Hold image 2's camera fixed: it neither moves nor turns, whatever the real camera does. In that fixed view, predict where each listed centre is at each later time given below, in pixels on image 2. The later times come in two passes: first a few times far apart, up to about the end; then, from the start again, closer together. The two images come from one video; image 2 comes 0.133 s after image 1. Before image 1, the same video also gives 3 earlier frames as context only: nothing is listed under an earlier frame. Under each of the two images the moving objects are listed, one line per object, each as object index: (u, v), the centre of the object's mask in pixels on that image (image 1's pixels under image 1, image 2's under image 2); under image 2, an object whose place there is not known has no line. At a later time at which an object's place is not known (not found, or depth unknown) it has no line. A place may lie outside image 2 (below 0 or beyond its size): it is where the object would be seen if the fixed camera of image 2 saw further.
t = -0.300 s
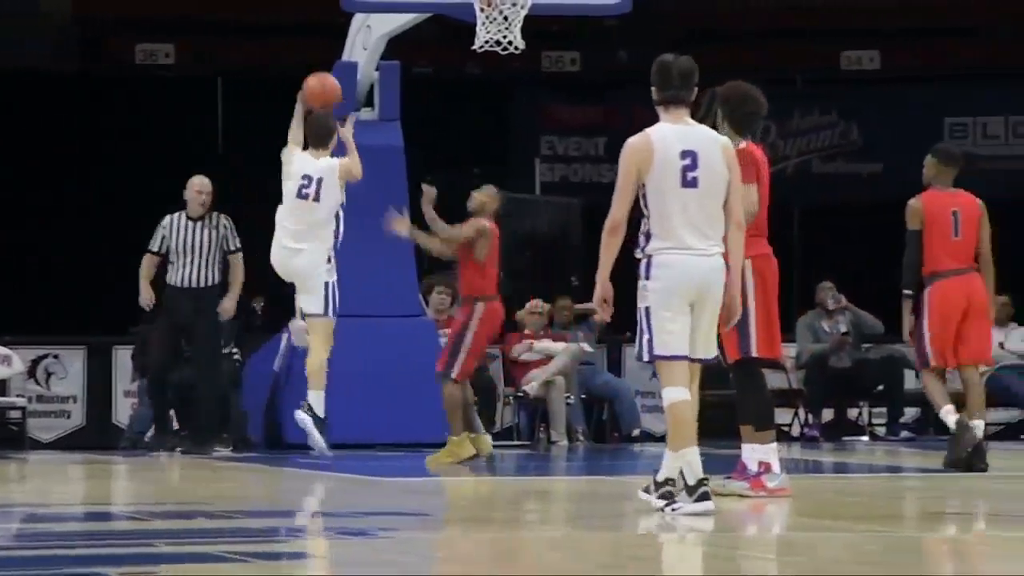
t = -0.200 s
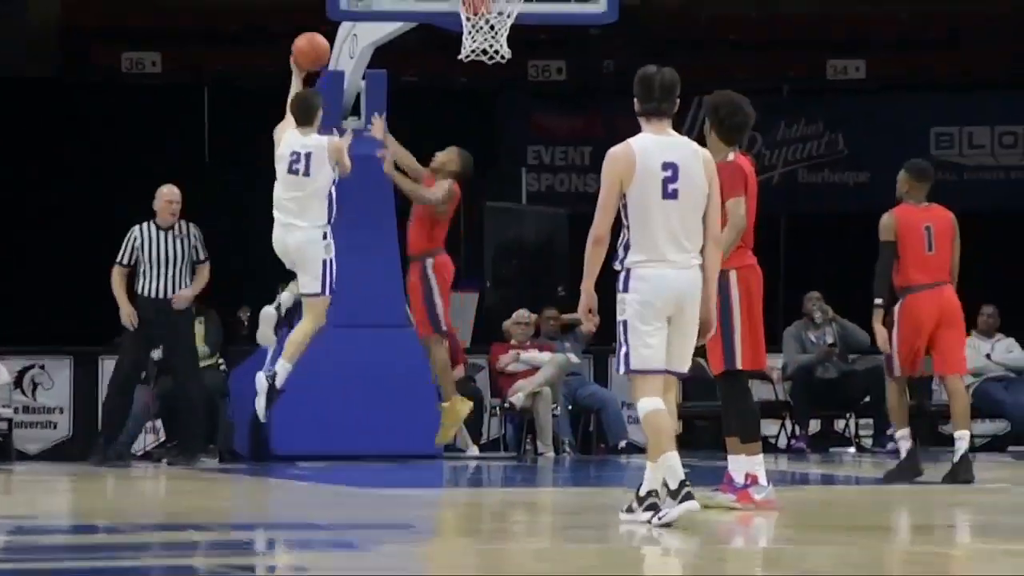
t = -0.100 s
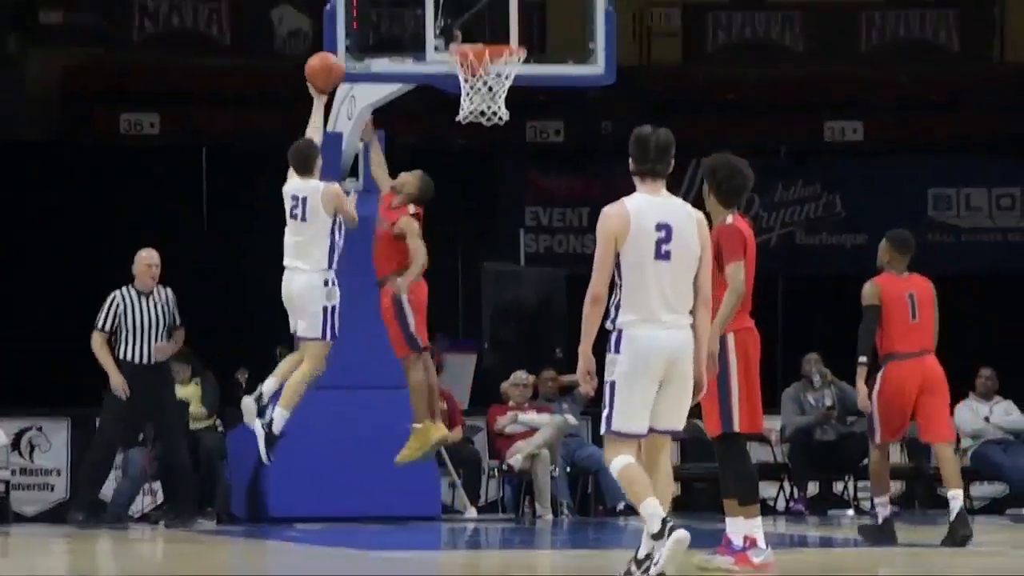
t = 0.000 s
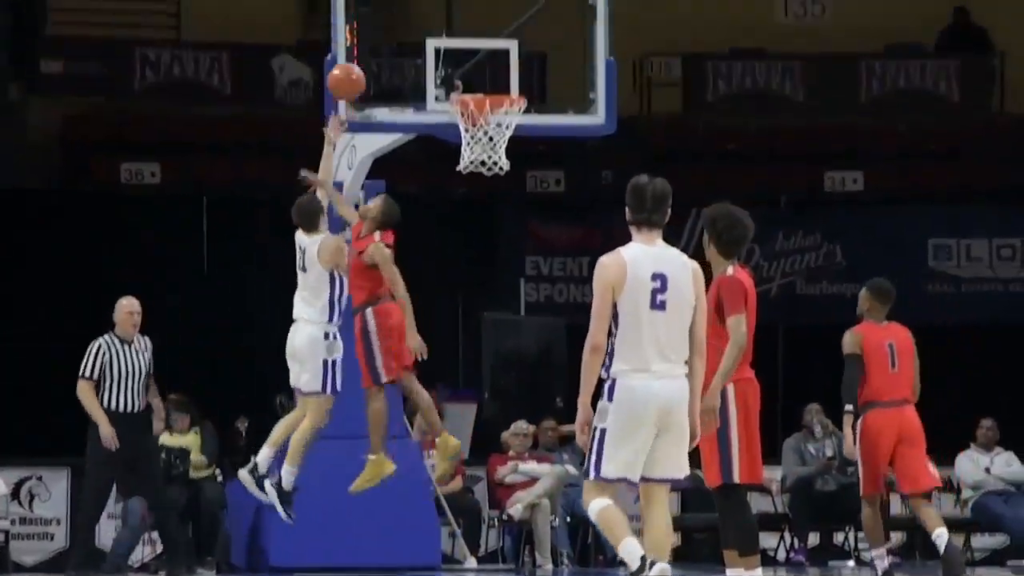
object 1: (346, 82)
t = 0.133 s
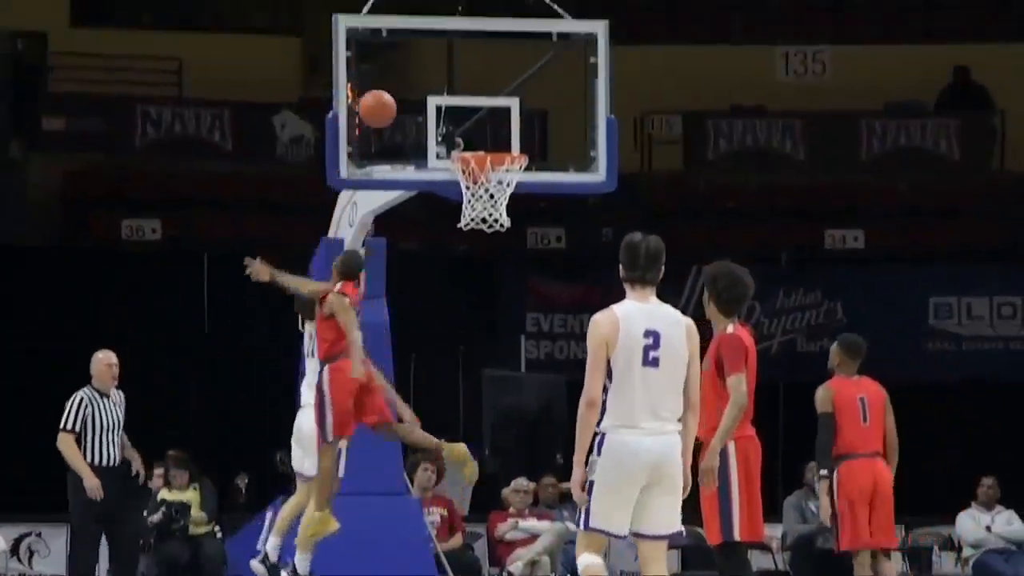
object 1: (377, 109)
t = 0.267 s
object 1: (408, 98)
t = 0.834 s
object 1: (503, 151)
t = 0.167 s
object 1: (385, 107)
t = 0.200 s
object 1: (393, 105)
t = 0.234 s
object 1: (400, 101)
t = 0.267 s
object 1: (408, 98)
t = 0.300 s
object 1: (415, 96)
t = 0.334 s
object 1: (423, 96)
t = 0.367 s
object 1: (431, 99)
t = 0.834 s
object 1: (503, 151)
